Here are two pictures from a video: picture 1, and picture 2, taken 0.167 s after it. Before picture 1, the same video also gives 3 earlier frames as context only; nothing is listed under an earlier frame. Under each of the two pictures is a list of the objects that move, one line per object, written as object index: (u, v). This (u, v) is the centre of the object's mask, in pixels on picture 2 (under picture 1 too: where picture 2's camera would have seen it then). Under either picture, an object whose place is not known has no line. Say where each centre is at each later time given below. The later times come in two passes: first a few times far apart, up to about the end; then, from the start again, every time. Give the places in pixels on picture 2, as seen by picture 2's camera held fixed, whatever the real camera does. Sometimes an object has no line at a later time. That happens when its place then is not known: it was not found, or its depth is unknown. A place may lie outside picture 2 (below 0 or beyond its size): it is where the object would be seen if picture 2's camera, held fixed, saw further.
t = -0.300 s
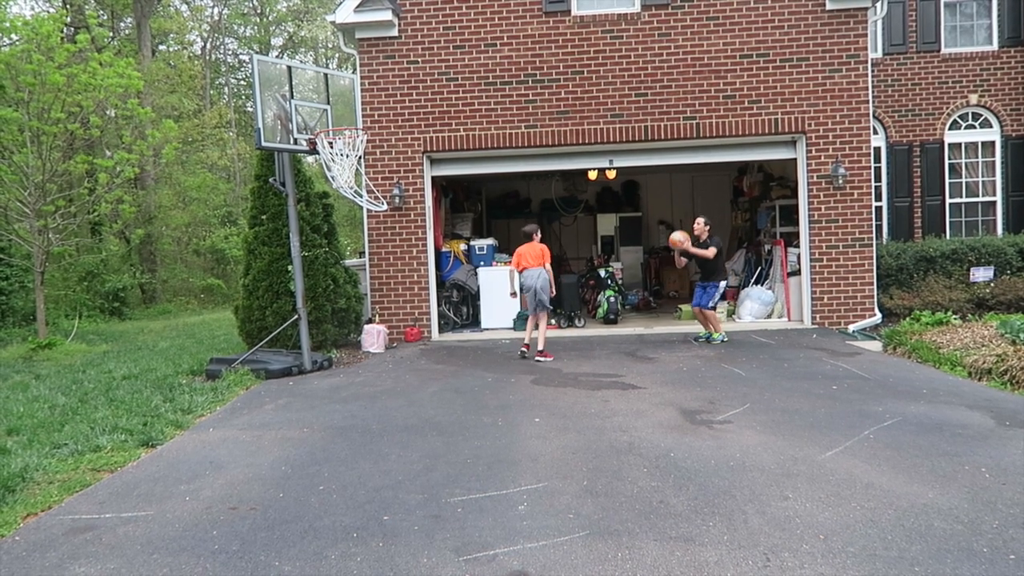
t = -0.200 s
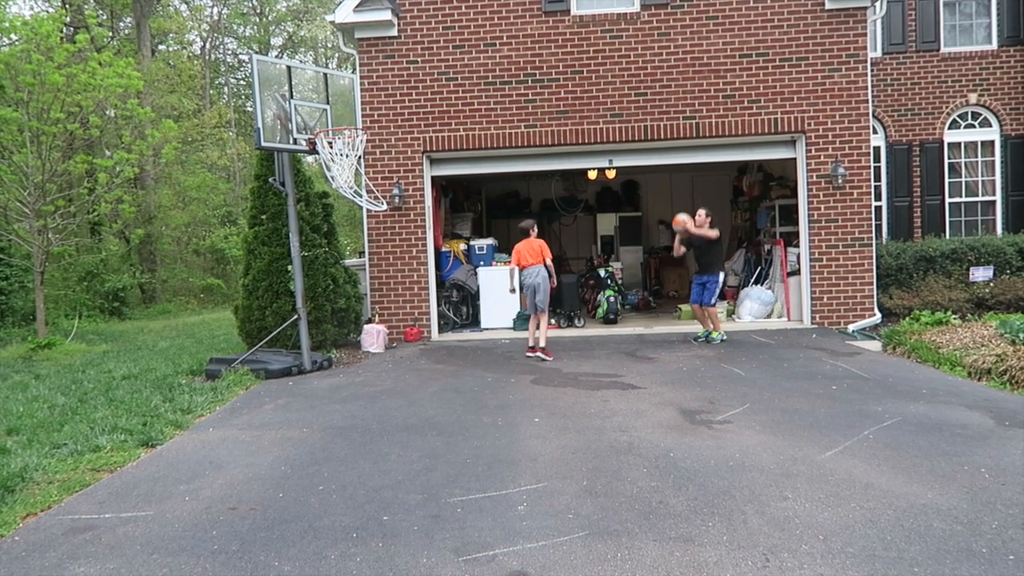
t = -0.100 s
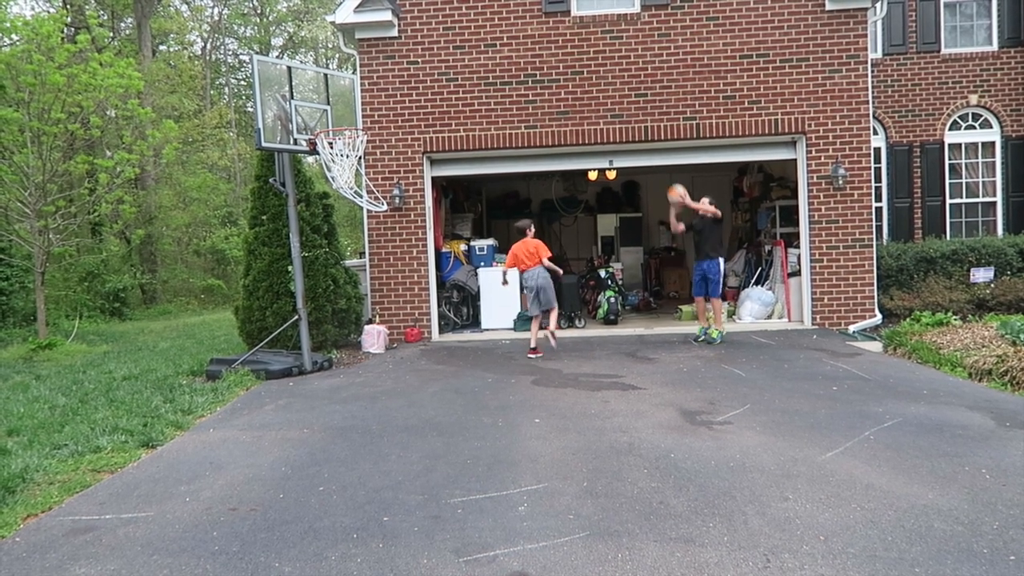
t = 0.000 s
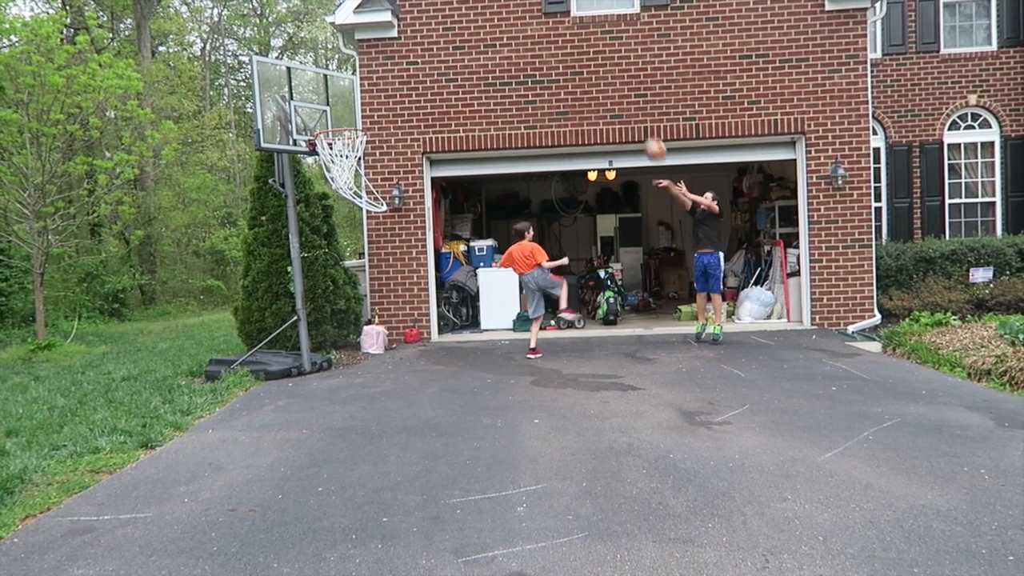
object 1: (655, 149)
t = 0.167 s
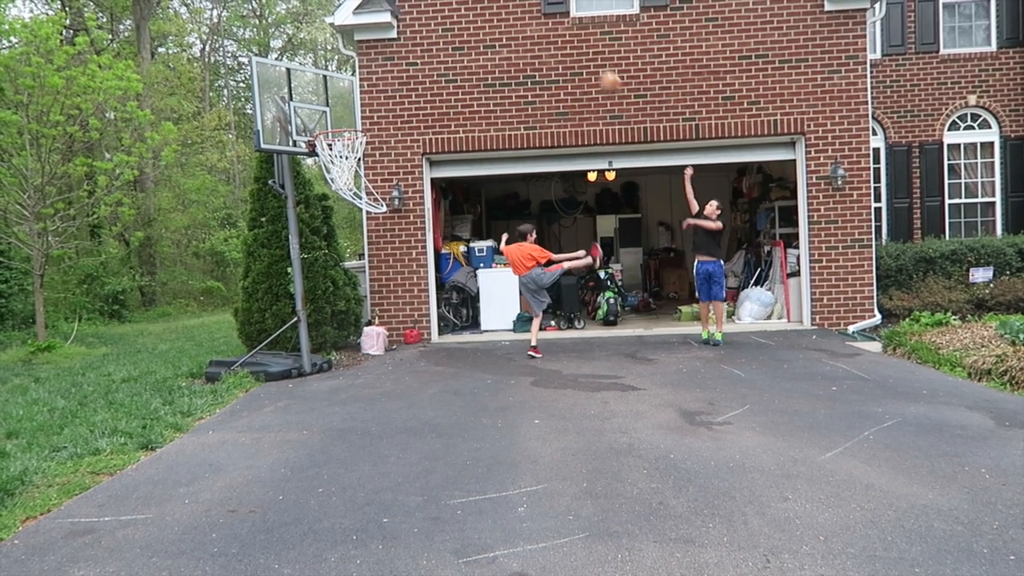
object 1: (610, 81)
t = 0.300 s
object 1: (573, 42)
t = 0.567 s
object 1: (496, 10)
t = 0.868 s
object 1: (403, 52)
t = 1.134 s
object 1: (333, 163)
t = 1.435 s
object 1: (350, 176)
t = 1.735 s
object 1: (355, 185)
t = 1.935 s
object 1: (363, 193)
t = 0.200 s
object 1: (601, 70)
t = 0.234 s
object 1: (591, 60)
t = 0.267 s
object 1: (582, 50)
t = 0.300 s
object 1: (573, 42)
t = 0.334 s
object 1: (563, 34)
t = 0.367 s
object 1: (553, 29)
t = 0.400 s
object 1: (544, 23)
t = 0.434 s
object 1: (535, 17)
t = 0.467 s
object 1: (524, 14)
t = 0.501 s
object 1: (514, 12)
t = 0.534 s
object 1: (505, 10)
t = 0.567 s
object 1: (496, 10)
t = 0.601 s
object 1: (485, 9)
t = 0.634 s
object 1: (475, 10)
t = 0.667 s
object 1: (465, 13)
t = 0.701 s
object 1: (455, 17)
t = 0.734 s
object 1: (445, 22)
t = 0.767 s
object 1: (434, 27)
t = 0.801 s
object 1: (424, 34)
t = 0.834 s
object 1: (413, 43)
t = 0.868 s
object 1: (403, 52)
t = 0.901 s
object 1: (392, 62)
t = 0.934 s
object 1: (381, 75)
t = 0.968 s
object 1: (372, 89)
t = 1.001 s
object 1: (361, 104)
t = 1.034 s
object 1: (348, 119)
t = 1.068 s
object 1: (338, 137)
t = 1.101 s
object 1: (331, 153)
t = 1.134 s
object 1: (333, 163)
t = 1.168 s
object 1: (342, 167)
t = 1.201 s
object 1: (346, 173)
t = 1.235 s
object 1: (345, 175)
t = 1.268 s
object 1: (346, 173)
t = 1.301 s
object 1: (347, 171)
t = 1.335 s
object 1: (350, 172)
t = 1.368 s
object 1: (350, 173)
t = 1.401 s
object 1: (351, 174)
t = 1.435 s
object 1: (350, 176)
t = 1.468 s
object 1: (350, 177)
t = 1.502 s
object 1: (349, 179)
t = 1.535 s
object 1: (349, 180)
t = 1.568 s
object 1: (349, 181)
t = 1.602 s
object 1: (351, 185)
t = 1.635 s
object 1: (352, 185)
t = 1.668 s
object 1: (352, 185)
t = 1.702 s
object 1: (354, 185)
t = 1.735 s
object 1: (355, 185)
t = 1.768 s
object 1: (356, 186)
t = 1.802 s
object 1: (357, 186)
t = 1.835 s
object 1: (358, 188)
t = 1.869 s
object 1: (360, 190)
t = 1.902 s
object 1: (361, 191)
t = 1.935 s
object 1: (363, 193)
